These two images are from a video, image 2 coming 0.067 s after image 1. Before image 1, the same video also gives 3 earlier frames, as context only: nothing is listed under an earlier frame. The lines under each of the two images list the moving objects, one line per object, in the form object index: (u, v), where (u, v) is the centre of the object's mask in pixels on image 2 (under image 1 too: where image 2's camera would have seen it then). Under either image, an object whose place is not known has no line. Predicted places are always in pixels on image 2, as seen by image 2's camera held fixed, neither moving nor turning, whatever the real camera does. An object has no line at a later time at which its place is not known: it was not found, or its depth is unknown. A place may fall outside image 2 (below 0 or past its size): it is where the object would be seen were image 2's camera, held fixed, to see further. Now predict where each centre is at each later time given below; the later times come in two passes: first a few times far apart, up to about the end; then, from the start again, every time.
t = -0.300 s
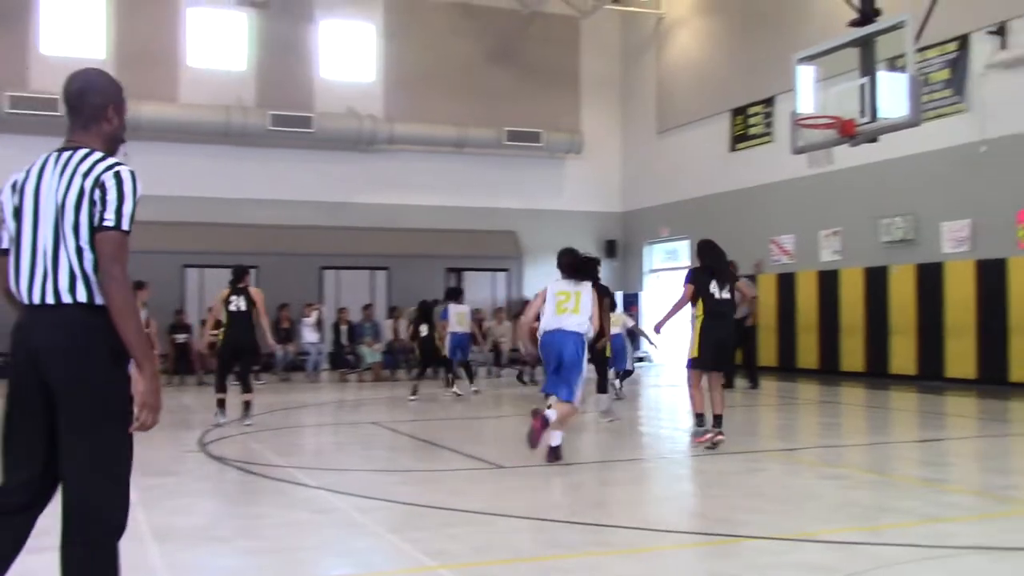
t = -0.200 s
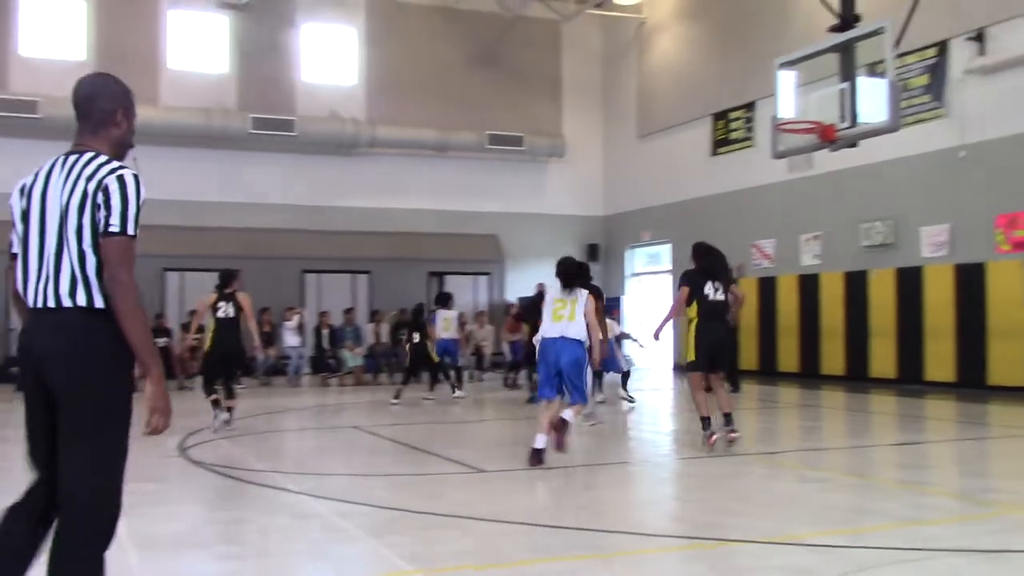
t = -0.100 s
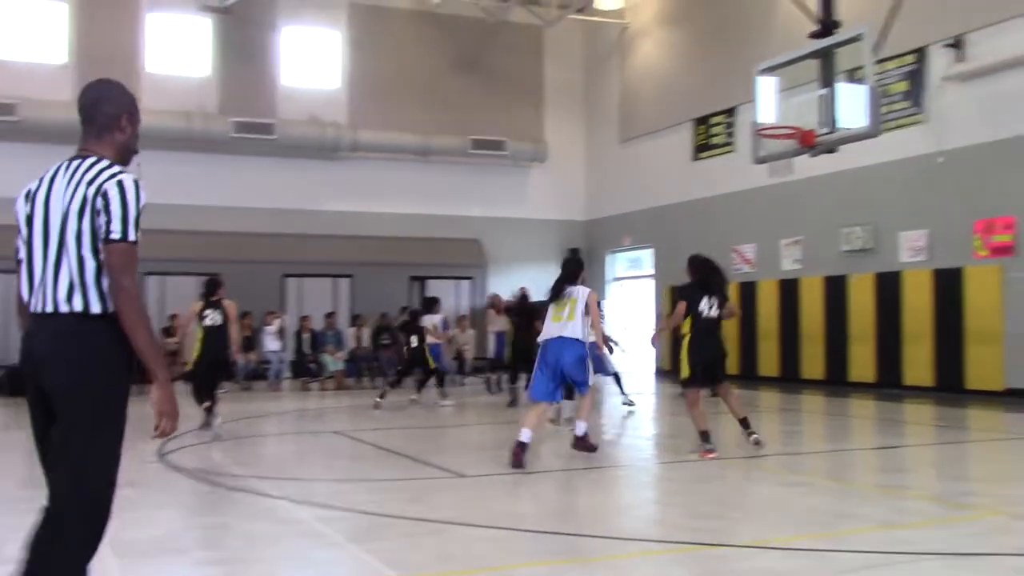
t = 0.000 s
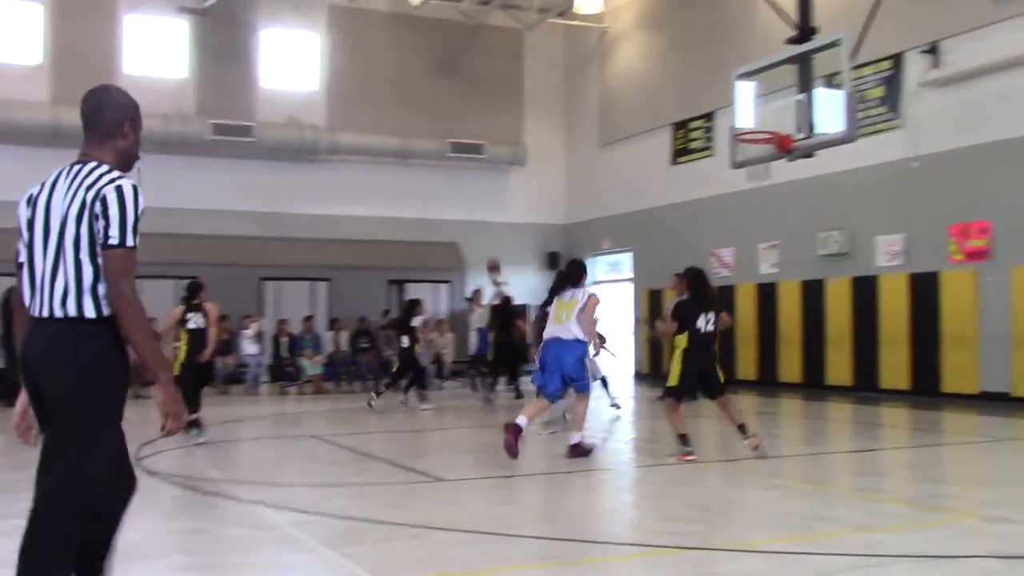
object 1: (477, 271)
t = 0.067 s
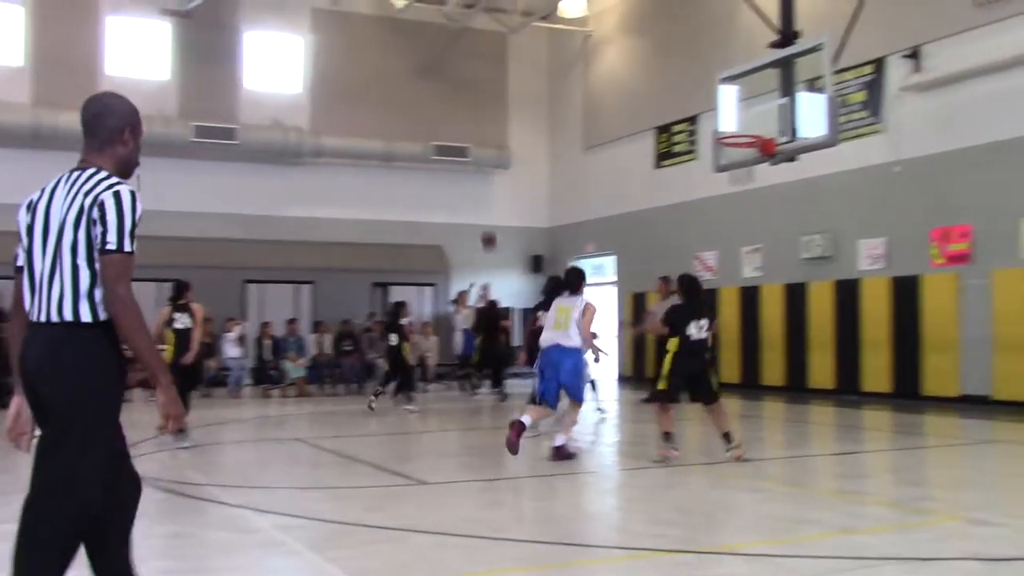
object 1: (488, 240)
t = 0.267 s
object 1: (524, 161)
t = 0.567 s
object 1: (583, 83)
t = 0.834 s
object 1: (644, 62)
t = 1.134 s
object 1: (723, 111)
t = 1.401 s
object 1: (717, 162)
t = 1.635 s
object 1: (705, 187)
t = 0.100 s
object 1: (494, 226)
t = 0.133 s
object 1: (500, 211)
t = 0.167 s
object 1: (506, 198)
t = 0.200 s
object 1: (512, 185)
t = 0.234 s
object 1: (518, 174)
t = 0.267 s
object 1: (524, 161)
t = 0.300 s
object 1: (530, 150)
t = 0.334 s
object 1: (536, 139)
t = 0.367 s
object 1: (542, 129)
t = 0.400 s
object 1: (549, 120)
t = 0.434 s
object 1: (555, 111)
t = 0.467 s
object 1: (562, 103)
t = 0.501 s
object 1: (569, 95)
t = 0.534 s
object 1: (576, 89)
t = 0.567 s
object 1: (583, 83)
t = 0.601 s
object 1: (590, 78)
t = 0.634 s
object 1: (598, 73)
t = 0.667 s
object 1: (604, 69)
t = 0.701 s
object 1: (613, 66)
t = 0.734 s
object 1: (620, 64)
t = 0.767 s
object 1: (628, 63)
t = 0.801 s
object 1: (636, 62)
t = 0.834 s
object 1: (644, 62)
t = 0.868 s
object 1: (652, 64)
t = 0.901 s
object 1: (661, 66)
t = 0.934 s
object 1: (669, 69)
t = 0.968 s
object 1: (678, 73)
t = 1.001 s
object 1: (687, 79)
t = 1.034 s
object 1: (696, 85)
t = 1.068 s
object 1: (705, 93)
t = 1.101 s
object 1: (713, 102)
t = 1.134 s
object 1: (723, 111)
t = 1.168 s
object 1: (737, 122)
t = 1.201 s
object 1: (745, 133)
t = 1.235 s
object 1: (740, 147)
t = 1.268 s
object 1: (731, 158)
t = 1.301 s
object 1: (725, 165)
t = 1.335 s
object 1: (721, 164)
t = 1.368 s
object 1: (719, 162)
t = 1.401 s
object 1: (717, 162)
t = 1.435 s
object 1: (716, 163)
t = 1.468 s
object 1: (714, 164)
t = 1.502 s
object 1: (712, 167)
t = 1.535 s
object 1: (710, 170)
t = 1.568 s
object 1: (709, 175)
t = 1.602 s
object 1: (707, 180)
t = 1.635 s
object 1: (705, 187)
